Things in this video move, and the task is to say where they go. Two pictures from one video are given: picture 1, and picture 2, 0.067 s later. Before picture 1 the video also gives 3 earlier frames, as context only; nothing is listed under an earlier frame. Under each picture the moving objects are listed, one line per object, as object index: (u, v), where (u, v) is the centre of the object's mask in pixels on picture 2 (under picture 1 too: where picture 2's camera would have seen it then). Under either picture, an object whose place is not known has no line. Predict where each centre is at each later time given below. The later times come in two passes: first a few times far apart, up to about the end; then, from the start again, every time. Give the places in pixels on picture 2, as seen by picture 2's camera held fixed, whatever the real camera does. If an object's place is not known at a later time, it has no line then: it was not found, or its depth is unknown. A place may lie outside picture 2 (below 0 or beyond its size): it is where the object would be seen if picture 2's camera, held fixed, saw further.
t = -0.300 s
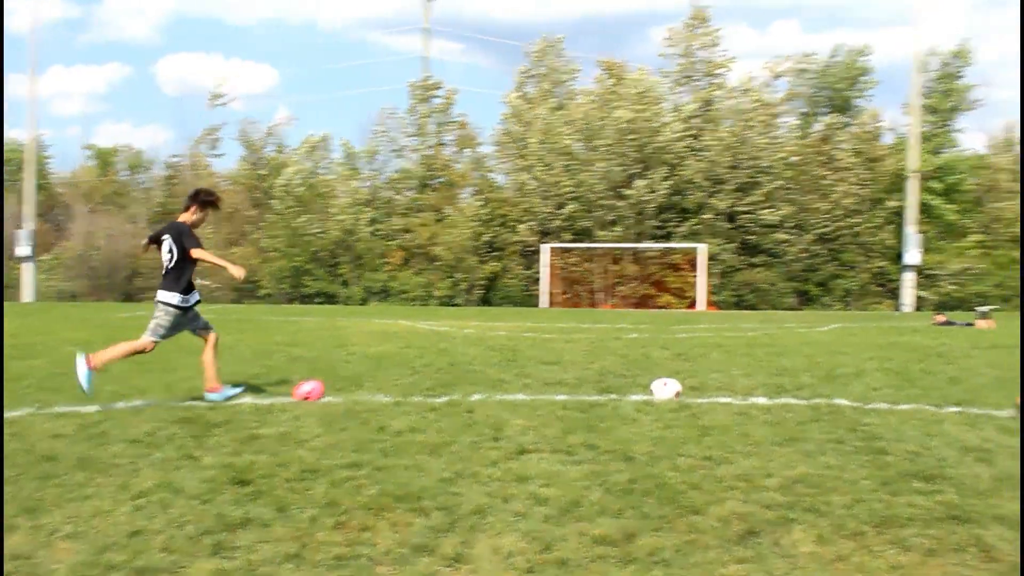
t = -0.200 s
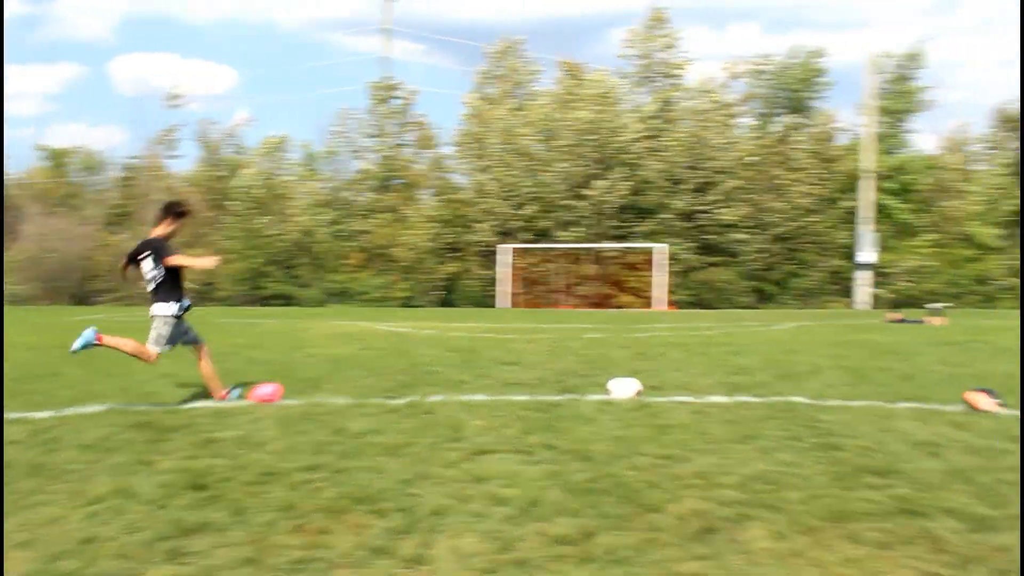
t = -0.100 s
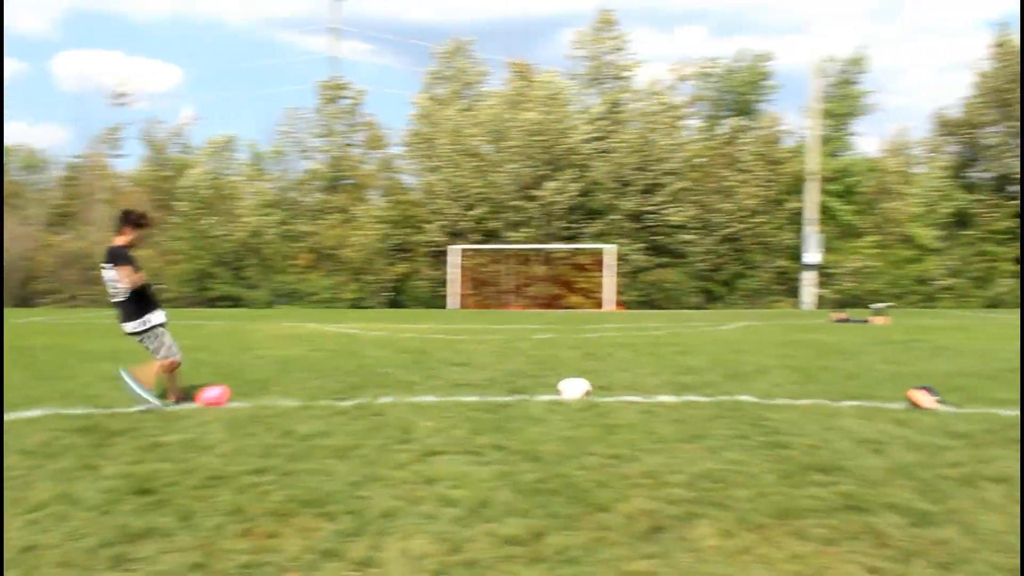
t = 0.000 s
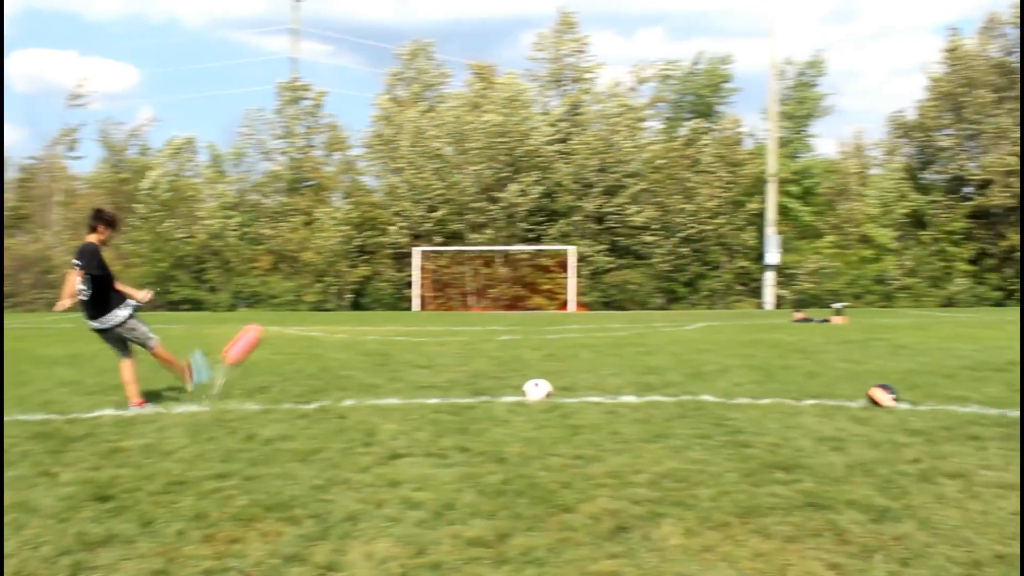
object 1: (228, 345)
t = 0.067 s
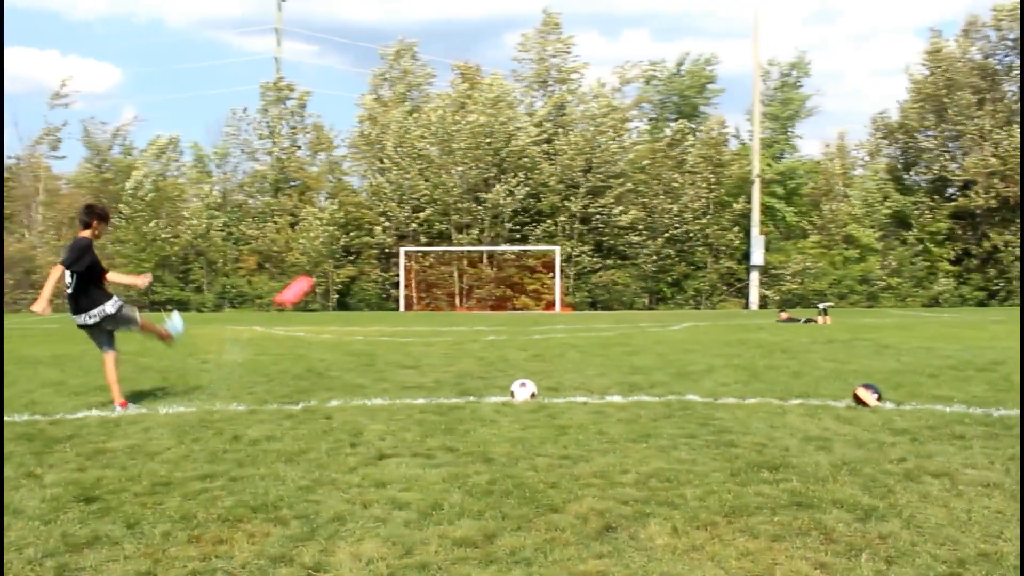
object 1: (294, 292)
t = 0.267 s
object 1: (430, 206)
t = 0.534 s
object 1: (528, 175)
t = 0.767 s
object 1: (580, 187)
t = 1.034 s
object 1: (620, 220)
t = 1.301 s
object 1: (649, 269)
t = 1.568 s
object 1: (667, 305)
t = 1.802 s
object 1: (671, 291)
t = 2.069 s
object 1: (676, 294)
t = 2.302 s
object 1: (671, 303)
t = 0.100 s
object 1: (323, 271)
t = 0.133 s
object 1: (349, 254)
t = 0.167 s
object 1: (372, 239)
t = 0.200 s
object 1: (393, 226)
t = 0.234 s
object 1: (412, 215)
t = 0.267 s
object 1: (430, 206)
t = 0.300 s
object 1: (446, 199)
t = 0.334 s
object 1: (461, 193)
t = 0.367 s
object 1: (474, 187)
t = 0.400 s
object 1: (486, 183)
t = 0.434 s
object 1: (498, 179)
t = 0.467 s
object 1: (508, 177)
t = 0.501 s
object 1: (519, 176)
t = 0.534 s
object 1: (528, 175)
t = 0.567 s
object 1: (536, 175)
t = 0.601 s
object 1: (545, 176)
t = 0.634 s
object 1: (552, 177)
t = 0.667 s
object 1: (559, 179)
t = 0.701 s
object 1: (565, 182)
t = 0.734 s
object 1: (573, 184)
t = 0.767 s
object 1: (580, 187)
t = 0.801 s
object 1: (585, 190)
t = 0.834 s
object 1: (591, 193)
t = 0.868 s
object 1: (596, 197)
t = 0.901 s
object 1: (602, 201)
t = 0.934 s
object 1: (606, 205)
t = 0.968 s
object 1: (609, 207)
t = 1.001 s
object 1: (616, 215)
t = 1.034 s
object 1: (620, 220)
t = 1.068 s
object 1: (624, 225)
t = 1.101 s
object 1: (628, 231)
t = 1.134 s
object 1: (633, 237)
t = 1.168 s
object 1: (635, 243)
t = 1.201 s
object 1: (639, 249)
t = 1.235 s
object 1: (642, 255)
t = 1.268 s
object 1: (645, 261)
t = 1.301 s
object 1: (649, 269)
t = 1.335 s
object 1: (651, 275)
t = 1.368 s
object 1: (654, 280)
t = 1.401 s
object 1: (657, 288)
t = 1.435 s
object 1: (660, 296)
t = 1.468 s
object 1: (663, 302)
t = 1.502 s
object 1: (664, 307)
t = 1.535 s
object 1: (666, 308)
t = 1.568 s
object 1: (667, 305)
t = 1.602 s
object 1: (667, 303)
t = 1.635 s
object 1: (668, 300)
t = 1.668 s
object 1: (669, 296)
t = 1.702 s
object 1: (669, 295)
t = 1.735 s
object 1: (669, 294)
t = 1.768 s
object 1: (671, 292)
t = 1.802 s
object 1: (671, 291)
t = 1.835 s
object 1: (672, 291)
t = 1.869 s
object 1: (672, 291)
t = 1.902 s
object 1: (672, 291)
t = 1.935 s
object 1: (673, 291)
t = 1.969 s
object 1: (673, 291)
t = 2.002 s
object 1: (674, 292)
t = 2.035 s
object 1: (675, 293)
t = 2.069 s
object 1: (676, 294)
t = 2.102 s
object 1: (676, 296)
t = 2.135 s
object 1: (676, 296)
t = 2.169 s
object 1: (676, 296)
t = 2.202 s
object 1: (675, 295)
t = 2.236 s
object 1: (674, 298)
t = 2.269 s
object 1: (672, 301)
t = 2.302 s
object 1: (671, 303)
